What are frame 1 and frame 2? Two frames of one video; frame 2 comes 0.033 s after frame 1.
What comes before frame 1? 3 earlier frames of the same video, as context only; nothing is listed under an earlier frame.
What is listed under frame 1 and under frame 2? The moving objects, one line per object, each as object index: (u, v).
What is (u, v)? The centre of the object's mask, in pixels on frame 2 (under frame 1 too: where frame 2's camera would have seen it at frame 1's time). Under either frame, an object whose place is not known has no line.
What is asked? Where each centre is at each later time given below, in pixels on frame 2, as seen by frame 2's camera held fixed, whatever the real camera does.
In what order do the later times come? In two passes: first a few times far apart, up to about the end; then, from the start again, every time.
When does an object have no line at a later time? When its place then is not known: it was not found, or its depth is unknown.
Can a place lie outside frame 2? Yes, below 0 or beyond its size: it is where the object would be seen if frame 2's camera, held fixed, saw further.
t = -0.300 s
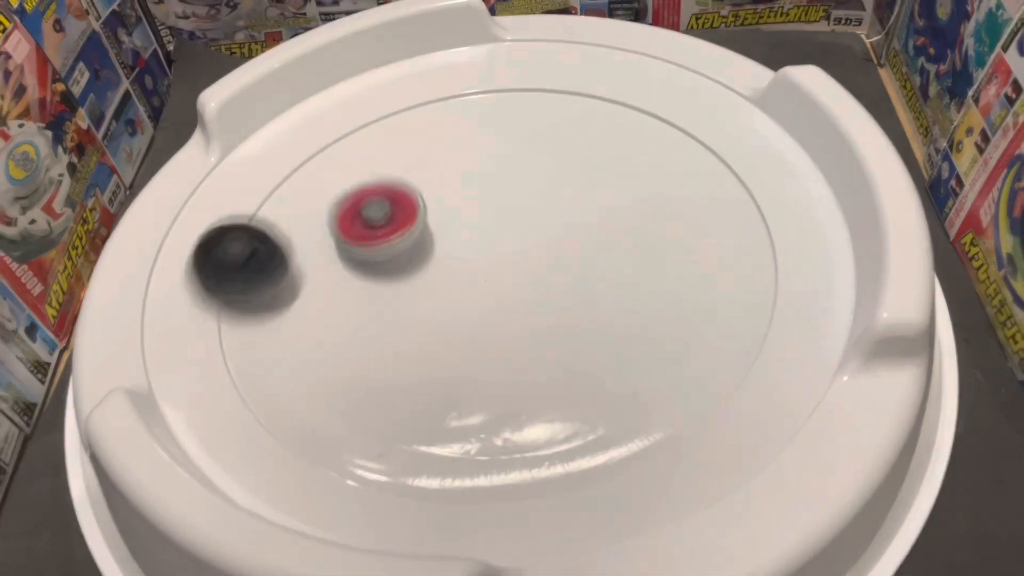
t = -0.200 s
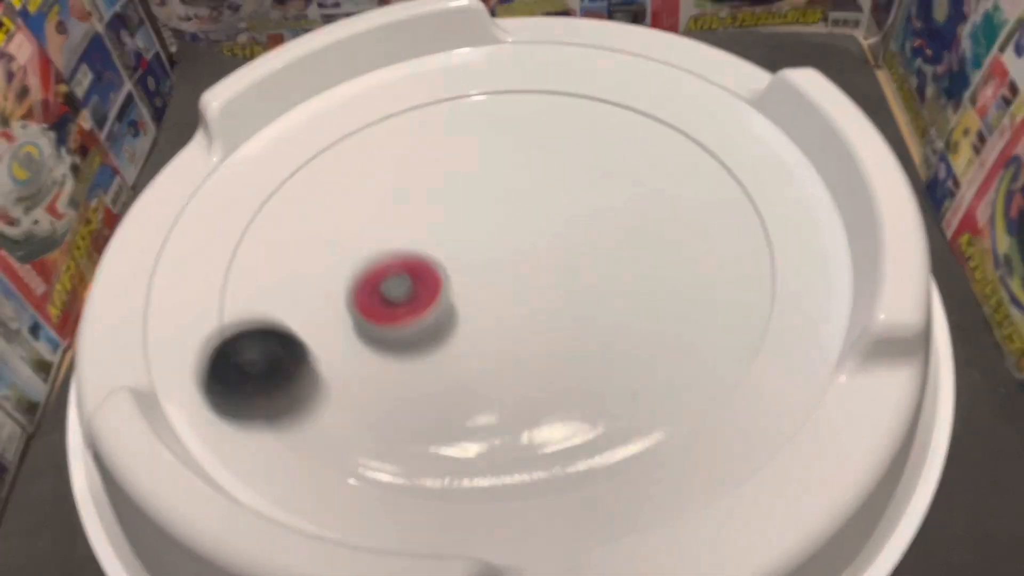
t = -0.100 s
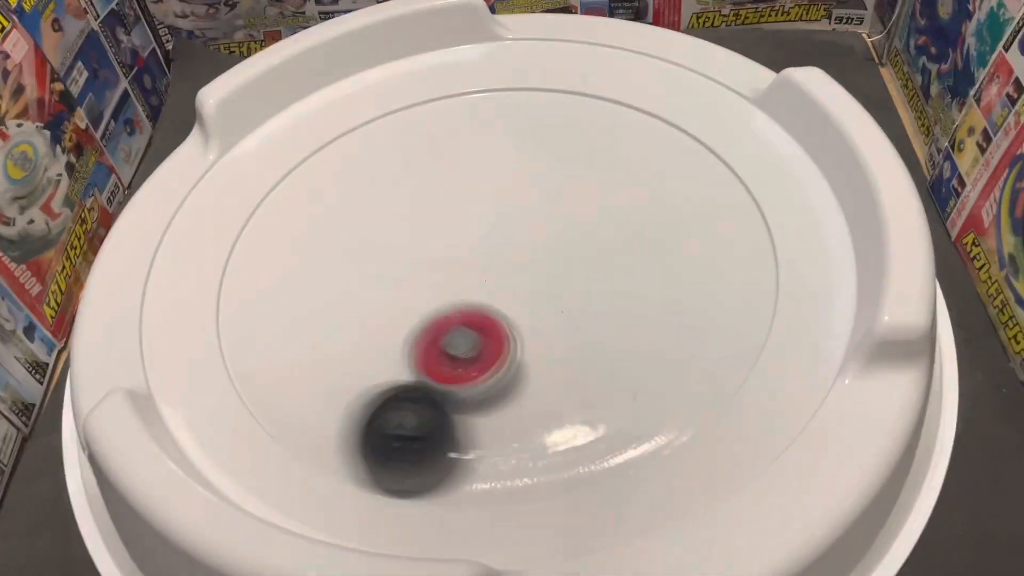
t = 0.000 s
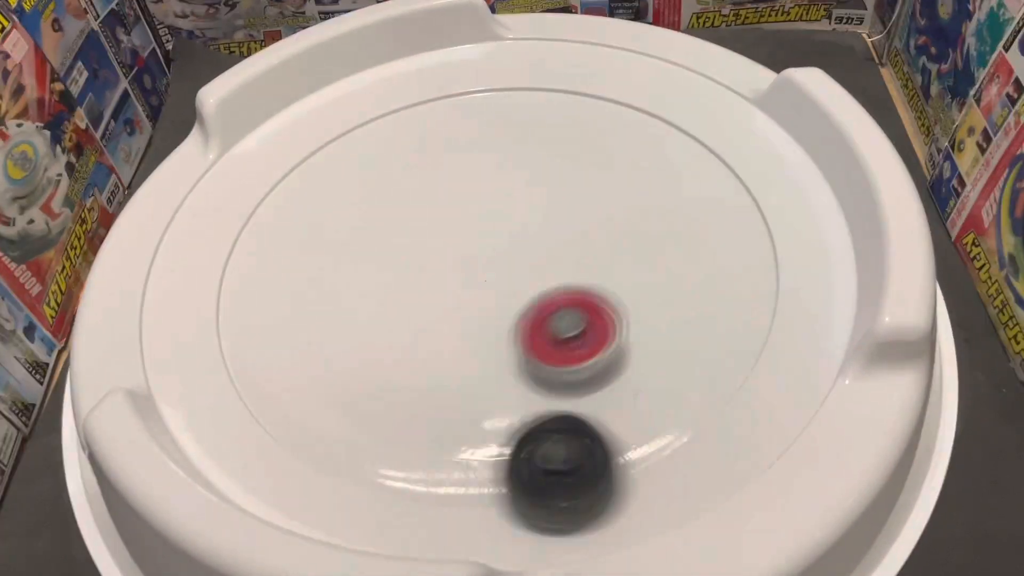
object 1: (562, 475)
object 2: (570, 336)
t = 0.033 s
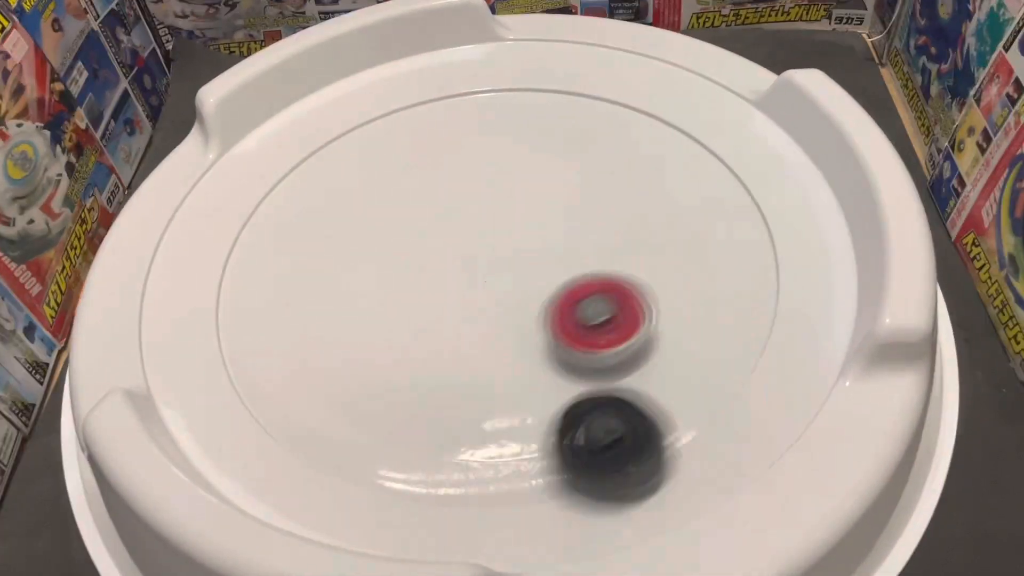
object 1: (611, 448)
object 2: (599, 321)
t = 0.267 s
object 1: (722, 226)
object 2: (627, 198)
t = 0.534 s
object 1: (465, 183)
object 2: (383, 249)
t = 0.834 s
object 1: (395, 334)
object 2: (417, 470)
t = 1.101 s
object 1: (596, 306)
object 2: (688, 400)
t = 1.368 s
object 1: (452, 198)
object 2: (603, 260)
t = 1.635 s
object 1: (371, 355)
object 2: (371, 260)
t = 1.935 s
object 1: (628, 281)
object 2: (292, 377)
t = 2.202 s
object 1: (479, 166)
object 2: (505, 306)
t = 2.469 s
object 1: (350, 310)
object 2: (500, 150)
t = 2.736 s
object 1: (601, 349)
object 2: (378, 155)
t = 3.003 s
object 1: (598, 175)
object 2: (484, 286)
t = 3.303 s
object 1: (368, 253)
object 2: (695, 228)
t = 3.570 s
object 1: (508, 397)
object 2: (594, 183)
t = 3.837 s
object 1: (657, 241)
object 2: (460, 311)
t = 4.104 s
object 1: (447, 189)
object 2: (535, 419)
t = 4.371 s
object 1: (356, 351)
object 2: (560, 296)
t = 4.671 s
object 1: (624, 330)
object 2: (361, 242)
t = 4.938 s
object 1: (537, 177)
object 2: (340, 324)
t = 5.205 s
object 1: (344, 250)
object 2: (516, 254)
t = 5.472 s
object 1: (483, 385)
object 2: (504, 137)
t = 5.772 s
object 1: (632, 218)
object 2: (456, 240)
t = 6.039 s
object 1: (441, 180)
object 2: (616, 290)
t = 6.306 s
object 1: (387, 343)
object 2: (642, 213)
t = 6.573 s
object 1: (624, 341)
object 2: (483, 284)
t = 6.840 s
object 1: (586, 189)
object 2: (474, 396)
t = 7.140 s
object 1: (370, 261)
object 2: (526, 297)
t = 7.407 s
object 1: (478, 393)
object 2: (383, 238)
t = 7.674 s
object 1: (628, 262)
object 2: (373, 302)
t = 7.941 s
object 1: (459, 186)
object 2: (525, 238)
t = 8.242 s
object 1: (371, 336)
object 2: (485, 155)
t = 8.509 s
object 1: (592, 331)
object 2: (493, 264)
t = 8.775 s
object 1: (700, 216)
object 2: (388, 266)
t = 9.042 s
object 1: (532, 192)
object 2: (446, 330)
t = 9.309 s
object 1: (426, 330)
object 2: (581, 283)
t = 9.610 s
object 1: (595, 393)
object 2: (564, 201)
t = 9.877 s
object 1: (558, 251)
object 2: (460, 256)
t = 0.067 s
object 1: (655, 418)
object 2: (626, 307)
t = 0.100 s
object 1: (694, 386)
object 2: (646, 291)
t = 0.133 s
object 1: (724, 352)
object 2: (659, 271)
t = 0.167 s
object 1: (741, 318)
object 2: (664, 249)
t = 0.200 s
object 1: (746, 283)
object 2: (660, 229)
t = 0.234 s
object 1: (738, 253)
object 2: (647, 212)
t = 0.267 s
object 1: (722, 226)
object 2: (627, 198)
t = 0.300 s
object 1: (701, 205)
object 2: (598, 188)
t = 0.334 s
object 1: (670, 188)
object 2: (570, 185)
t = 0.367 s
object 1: (634, 175)
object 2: (539, 187)
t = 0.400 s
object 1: (610, 165)
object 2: (497, 193)
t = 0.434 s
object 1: (577, 161)
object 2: (461, 203)
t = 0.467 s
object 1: (541, 162)
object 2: (431, 215)
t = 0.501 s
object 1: (503, 170)
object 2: (406, 229)
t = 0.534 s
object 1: (465, 183)
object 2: (383, 249)
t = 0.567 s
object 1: (431, 199)
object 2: (363, 269)
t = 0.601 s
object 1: (403, 218)
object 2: (348, 291)
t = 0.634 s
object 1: (379, 240)
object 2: (339, 314)
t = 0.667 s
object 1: (361, 265)
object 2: (334, 335)
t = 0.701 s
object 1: (362, 278)
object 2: (319, 390)
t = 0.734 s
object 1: (371, 286)
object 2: (316, 438)
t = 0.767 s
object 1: (379, 299)
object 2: (340, 452)
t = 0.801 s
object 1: (386, 315)
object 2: (379, 464)
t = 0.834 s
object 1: (395, 334)
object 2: (417, 470)
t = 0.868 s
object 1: (410, 355)
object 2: (456, 474)
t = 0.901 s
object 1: (433, 373)
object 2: (501, 468)
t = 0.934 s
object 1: (464, 383)
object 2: (540, 460)
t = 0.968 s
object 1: (496, 385)
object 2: (575, 450)
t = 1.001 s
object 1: (530, 378)
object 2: (605, 436)
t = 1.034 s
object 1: (560, 358)
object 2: (634, 423)
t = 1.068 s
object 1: (581, 335)
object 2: (666, 419)
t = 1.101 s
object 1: (596, 306)
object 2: (688, 400)
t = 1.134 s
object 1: (603, 278)
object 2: (703, 378)
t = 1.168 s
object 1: (599, 253)
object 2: (710, 356)
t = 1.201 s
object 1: (586, 232)
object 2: (706, 335)
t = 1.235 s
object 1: (567, 215)
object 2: (693, 315)
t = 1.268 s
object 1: (542, 203)
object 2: (677, 298)
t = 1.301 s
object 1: (513, 197)
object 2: (656, 283)
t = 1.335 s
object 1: (483, 195)
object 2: (631, 271)
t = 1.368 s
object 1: (452, 198)
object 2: (603, 260)
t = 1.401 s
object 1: (423, 207)
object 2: (575, 254)
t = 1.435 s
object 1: (396, 220)
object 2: (546, 249)
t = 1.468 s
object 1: (374, 237)
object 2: (515, 244)
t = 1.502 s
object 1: (357, 258)
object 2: (486, 243)
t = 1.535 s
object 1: (347, 281)
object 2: (457, 244)
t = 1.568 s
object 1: (346, 306)
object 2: (427, 246)
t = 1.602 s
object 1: (353, 333)
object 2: (399, 249)
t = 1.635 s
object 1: (371, 355)
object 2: (371, 260)
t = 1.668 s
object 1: (397, 371)
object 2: (344, 263)
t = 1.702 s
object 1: (430, 382)
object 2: (321, 273)
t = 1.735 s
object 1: (467, 386)
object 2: (300, 285)
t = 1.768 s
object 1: (505, 382)
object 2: (284, 300)
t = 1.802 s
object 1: (542, 371)
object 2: (269, 314)
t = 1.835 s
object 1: (575, 354)
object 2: (260, 331)
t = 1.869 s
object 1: (601, 333)
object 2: (261, 348)
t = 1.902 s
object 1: (618, 307)
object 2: (271, 364)
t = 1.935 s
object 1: (628, 281)
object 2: (292, 377)
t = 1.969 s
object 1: (628, 256)
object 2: (318, 383)
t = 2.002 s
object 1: (621, 232)
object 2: (347, 383)
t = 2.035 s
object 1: (607, 211)
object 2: (382, 381)
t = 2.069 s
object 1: (589, 193)
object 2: (413, 372)
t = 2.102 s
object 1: (566, 180)
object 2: (442, 360)
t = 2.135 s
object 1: (538, 170)
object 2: (467, 346)
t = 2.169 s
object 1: (509, 165)
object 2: (489, 326)
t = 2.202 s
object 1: (479, 166)
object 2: (505, 306)
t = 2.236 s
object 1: (449, 171)
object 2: (518, 285)
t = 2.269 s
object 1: (421, 180)
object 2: (525, 264)
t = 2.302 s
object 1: (395, 194)
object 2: (529, 243)
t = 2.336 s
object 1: (374, 212)
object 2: (530, 222)
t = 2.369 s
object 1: (357, 233)
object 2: (526, 201)
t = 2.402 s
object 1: (347, 258)
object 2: (520, 182)
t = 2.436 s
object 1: (344, 284)
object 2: (512, 166)
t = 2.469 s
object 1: (350, 310)
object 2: (500, 150)
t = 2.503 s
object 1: (365, 335)
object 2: (485, 137)
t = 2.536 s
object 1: (389, 355)
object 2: (469, 128)
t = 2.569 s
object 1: (419, 371)
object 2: (450, 121)
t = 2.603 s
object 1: (455, 380)
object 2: (431, 118)
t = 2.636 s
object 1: (492, 382)
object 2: (413, 119)
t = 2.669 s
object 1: (531, 378)
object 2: (398, 126)
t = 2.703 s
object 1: (568, 366)
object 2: (385, 137)
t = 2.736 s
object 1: (601, 349)
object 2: (378, 155)
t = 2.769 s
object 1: (627, 328)
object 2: (374, 174)
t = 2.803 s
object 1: (646, 303)
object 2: (377, 195)
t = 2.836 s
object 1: (656, 277)
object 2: (385, 214)
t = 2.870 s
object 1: (658, 252)
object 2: (397, 232)
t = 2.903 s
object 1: (652, 228)
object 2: (415, 251)
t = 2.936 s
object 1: (640, 207)
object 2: (435, 266)
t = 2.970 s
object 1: (621, 189)
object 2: (458, 277)
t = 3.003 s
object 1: (598, 175)
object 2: (484, 286)
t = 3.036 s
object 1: (572, 166)
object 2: (511, 291)
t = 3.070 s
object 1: (541, 162)
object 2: (539, 293)
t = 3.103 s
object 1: (510, 162)
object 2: (568, 293)
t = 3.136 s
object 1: (479, 168)
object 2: (595, 289)
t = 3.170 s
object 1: (450, 177)
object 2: (621, 281)
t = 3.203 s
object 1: (423, 191)
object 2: (645, 271)
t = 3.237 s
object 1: (401, 209)
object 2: (666, 258)
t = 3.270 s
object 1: (381, 229)
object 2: (682, 245)
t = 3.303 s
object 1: (368, 253)
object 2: (695, 228)
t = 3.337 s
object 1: (361, 278)
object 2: (701, 211)
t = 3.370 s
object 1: (361, 304)
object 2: (703, 197)
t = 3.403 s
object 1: (369, 329)
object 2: (698, 184)
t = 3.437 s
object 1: (384, 352)
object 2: (685, 176)
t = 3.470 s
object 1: (407, 372)
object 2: (667, 172)
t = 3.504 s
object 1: (436, 386)
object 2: (644, 171)
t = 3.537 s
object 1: (471, 395)
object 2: (620, 175)
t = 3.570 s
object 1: (508, 397)
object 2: (594, 183)
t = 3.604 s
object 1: (547, 392)
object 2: (571, 194)
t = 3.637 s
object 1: (584, 380)
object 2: (549, 207)
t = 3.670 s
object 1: (615, 363)
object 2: (529, 222)
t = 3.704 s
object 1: (640, 341)
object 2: (510, 239)
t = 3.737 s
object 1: (658, 315)
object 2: (493, 256)
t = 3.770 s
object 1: (665, 290)
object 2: (480, 274)
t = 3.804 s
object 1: (665, 264)
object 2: (469, 293)
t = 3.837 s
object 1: (657, 241)
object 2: (460, 311)
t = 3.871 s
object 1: (641, 220)
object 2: (455, 329)
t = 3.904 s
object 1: (620, 203)
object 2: (454, 349)
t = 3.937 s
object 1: (596, 191)
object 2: (457, 367)
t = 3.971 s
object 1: (567, 182)
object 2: (462, 383)
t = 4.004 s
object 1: (538, 178)
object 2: (473, 398)
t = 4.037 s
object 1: (507, 178)
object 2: (491, 411)
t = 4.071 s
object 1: (476, 182)
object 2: (511, 418)
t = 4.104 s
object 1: (447, 189)
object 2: (535, 419)
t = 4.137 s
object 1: (419, 201)
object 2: (559, 413)
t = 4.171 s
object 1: (395, 216)
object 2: (578, 401)
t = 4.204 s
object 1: (373, 235)
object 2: (592, 385)
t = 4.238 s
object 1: (357, 256)
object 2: (598, 365)
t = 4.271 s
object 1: (345, 280)
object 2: (596, 347)
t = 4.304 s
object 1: (342, 303)
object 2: (588, 328)
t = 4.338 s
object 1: (345, 328)
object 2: (576, 311)
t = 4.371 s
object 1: (356, 351)
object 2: (560, 296)
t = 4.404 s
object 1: (375, 371)
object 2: (542, 282)
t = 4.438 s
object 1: (402, 387)
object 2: (521, 271)
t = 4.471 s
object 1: (433, 397)
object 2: (499, 262)
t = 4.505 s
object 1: (470, 402)
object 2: (477, 253)
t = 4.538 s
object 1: (507, 400)
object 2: (454, 247)
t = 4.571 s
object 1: (544, 390)
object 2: (430, 243)
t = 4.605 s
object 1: (577, 374)
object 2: (408, 241)
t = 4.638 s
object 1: (606, 353)
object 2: (384, 240)
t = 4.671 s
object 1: (624, 330)
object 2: (361, 242)
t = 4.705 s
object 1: (635, 304)
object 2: (340, 246)
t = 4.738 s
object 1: (639, 279)
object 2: (321, 252)
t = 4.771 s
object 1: (634, 254)
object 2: (306, 262)
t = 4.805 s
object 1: (624, 233)
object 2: (296, 275)
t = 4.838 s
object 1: (608, 213)
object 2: (294, 289)
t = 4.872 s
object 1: (587, 197)
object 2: (301, 304)
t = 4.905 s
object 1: (564, 185)
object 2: (318, 316)
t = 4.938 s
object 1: (537, 177)
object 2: (340, 324)
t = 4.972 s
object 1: (509, 173)
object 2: (366, 327)
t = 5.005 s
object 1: (480, 173)
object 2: (394, 327)
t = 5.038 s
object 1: (451, 177)
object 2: (421, 321)
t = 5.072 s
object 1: (424, 184)
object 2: (446, 312)
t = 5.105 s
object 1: (399, 195)
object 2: (468, 300)
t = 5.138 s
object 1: (377, 210)
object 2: (487, 287)
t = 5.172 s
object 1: (358, 228)
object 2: (503, 271)
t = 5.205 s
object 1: (344, 250)
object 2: (516, 254)
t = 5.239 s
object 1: (338, 273)
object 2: (526, 236)
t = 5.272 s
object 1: (337, 297)
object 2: (532, 219)
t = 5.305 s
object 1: (345, 321)
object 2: (536, 202)
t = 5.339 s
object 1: (361, 344)
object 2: (535, 185)
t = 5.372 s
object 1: (384, 362)
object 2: (533, 170)
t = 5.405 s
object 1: (413, 375)
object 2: (526, 157)
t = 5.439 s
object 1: (447, 383)
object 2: (516, 145)
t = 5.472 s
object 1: (483, 385)
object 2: (504, 137)
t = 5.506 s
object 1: (520, 380)
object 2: (489, 135)
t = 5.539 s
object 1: (555, 370)
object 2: (472, 135)
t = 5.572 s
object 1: (586, 353)
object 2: (456, 143)
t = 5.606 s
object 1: (611, 333)
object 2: (444, 155)
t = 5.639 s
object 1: (629, 310)
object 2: (437, 171)
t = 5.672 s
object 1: (640, 287)
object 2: (435, 188)
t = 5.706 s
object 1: (644, 263)
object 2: (438, 206)
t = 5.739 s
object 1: (641, 239)
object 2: (445, 224)
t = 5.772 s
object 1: (632, 218)
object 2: (456, 240)
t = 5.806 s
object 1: (618, 200)
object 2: (469, 255)
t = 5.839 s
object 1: (599, 185)
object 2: (486, 267)
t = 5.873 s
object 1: (576, 174)
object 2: (505, 277)
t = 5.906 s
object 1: (551, 167)
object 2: (526, 285)
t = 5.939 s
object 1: (523, 164)
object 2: (548, 290)
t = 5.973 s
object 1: (496, 165)
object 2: (570, 293)
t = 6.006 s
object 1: (468, 170)
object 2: (594, 293)
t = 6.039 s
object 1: (441, 180)
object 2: (616, 290)
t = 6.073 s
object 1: (418, 192)
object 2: (637, 284)
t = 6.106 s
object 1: (397, 208)
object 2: (655, 275)
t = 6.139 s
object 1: (380, 229)
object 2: (670, 265)
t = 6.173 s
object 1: (369, 250)
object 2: (679, 251)
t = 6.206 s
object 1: (363, 274)
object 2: (681, 238)
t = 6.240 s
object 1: (364, 298)
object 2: (675, 225)
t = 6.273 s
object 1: (372, 322)
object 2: (661, 217)
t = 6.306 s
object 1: (387, 343)
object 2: (642, 213)
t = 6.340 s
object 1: (408, 361)
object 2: (621, 214)
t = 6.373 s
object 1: (436, 375)
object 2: (599, 218)
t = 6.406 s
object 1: (467, 384)
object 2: (576, 225)
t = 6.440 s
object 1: (500, 386)
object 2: (555, 234)
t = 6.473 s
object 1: (536, 383)
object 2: (534, 244)
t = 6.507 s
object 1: (569, 374)
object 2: (515, 256)
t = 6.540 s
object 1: (598, 360)
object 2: (499, 270)
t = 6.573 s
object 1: (624, 341)
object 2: (483, 284)
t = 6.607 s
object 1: (642, 321)
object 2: (470, 299)
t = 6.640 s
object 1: (653, 298)
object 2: (460, 314)
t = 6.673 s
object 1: (658, 274)
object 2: (452, 329)
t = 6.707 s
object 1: (654, 252)
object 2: (448, 345)
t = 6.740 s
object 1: (645, 231)
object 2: (448, 359)
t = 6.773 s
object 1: (629, 214)
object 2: (451, 374)
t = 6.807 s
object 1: (610, 199)
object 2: (460, 387)
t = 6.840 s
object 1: (586, 189)
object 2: (474, 396)
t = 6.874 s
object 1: (559, 182)
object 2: (491, 399)
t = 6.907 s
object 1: (532, 180)
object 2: (511, 397)
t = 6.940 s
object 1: (503, 182)
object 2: (529, 388)
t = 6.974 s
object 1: (475, 186)
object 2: (542, 375)
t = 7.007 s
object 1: (448, 195)
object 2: (549, 358)
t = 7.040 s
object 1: (423, 207)
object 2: (549, 343)
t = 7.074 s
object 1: (402, 223)
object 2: (545, 325)
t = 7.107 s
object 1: (384, 240)
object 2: (536, 311)
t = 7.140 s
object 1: (370, 261)
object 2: (526, 297)
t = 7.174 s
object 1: (362, 283)
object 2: (512, 284)
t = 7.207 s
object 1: (360, 304)
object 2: (496, 272)
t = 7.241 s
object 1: (364, 327)
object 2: (479, 262)
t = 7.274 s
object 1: (375, 348)
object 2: (460, 253)
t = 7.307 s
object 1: (393, 366)
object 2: (441, 246)
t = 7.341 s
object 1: (417, 381)
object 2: (422, 241)
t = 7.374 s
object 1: (446, 390)
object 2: (403, 238)
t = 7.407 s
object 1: (478, 393)
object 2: (383, 238)
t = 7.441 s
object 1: (512, 391)
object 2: (365, 239)
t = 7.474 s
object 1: (545, 383)
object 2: (349, 245)
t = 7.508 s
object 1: (574, 369)
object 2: (335, 252)
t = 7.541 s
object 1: (599, 351)
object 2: (328, 261)
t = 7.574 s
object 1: (617, 331)
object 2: (327, 274)
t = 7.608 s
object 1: (627, 307)
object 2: (336, 286)
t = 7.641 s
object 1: (630, 284)
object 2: (353, 296)
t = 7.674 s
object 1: (628, 262)
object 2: (373, 302)
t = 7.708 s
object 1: (618, 241)
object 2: (396, 303)
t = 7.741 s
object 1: (604, 224)
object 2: (419, 301)
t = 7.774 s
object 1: (586, 209)
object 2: (442, 297)
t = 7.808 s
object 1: (564, 198)
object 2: (463, 289)
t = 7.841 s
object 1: (540, 190)
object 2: (483, 277)
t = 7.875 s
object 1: (514, 183)
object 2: (499, 265)
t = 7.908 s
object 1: (487, 180)
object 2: (513, 252)
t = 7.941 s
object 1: (459, 186)
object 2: (525, 238)
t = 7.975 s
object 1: (437, 195)
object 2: (533, 223)
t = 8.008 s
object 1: (413, 205)
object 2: (537, 209)
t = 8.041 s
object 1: (392, 218)
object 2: (539, 194)
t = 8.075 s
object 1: (375, 234)
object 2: (538, 180)
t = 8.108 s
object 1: (361, 253)
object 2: (534, 168)
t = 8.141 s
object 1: (354, 273)
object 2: (525, 158)
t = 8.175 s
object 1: (353, 295)
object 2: (513, 152)
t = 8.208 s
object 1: (359, 316)
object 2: (500, 151)
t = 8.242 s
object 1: (371, 336)
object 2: (485, 155)
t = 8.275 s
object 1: (391, 353)
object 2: (472, 163)
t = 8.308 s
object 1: (417, 365)
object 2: (463, 176)
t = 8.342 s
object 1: (446, 374)
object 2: (459, 191)
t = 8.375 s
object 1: (479, 375)
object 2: (459, 207)
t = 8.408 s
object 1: (512, 371)
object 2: (464, 224)
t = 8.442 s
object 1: (542, 362)
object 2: (470, 238)
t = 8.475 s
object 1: (570, 348)
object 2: (480, 251)
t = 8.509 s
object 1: (592, 331)
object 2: (493, 264)
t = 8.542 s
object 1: (610, 310)
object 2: (508, 274)
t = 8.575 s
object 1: (654, 298)
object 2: (497, 271)
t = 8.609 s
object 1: (715, 284)
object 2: (461, 261)
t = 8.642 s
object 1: (761, 265)
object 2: (437, 253)
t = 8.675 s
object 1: (765, 247)
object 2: (418, 250)
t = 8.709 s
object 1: (740, 238)
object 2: (406, 253)
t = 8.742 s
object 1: (719, 227)
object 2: (397, 257)
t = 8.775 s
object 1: (700, 216)
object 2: (388, 266)
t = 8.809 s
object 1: (684, 205)
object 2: (379, 277)
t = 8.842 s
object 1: (669, 193)
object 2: (377, 289)
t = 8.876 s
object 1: (653, 181)
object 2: (377, 301)
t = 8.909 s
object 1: (633, 174)
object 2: (384, 311)
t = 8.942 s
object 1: (609, 171)
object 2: (394, 321)
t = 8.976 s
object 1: (582, 174)
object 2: (408, 327)
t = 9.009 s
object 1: (556, 181)
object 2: (428, 331)
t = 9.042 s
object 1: (532, 192)
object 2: (446, 330)
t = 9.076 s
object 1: (509, 205)
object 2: (464, 327)
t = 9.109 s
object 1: (489, 222)
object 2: (483, 323)
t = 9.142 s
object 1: (471, 237)
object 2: (499, 314)
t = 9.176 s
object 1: (451, 255)
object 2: (514, 305)
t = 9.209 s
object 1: (440, 275)
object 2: (534, 305)
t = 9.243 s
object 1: (430, 291)
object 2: (552, 300)
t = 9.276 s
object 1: (426, 310)
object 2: (567, 293)
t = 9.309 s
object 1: (426, 330)
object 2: (581, 283)
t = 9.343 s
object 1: (430, 349)
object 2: (592, 272)
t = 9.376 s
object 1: (439, 367)
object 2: (600, 261)
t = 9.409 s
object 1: (451, 383)
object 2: (606, 249)
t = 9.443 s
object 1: (468, 396)
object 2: (608, 237)
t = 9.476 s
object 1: (490, 406)
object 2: (605, 226)
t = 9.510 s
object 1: (516, 411)
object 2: (600, 217)
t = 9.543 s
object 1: (544, 411)
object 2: (591, 208)
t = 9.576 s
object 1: (572, 404)
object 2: (579, 203)
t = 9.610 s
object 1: (595, 393)
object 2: (564, 201)
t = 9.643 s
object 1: (614, 375)
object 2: (549, 202)
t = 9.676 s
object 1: (625, 355)
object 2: (534, 205)
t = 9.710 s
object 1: (628, 334)
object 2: (519, 210)
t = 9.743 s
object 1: (625, 313)
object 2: (504, 217)
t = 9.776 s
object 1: (615, 294)
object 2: (490, 226)
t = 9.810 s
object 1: (599, 277)
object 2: (478, 234)
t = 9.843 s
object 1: (579, 262)
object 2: (468, 246)
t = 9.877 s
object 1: (558, 251)
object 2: (460, 256)
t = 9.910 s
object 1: (557, 240)
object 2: (424, 264)
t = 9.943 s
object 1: (555, 230)
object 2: (386, 272)
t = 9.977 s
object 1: (548, 222)
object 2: (361, 278)
